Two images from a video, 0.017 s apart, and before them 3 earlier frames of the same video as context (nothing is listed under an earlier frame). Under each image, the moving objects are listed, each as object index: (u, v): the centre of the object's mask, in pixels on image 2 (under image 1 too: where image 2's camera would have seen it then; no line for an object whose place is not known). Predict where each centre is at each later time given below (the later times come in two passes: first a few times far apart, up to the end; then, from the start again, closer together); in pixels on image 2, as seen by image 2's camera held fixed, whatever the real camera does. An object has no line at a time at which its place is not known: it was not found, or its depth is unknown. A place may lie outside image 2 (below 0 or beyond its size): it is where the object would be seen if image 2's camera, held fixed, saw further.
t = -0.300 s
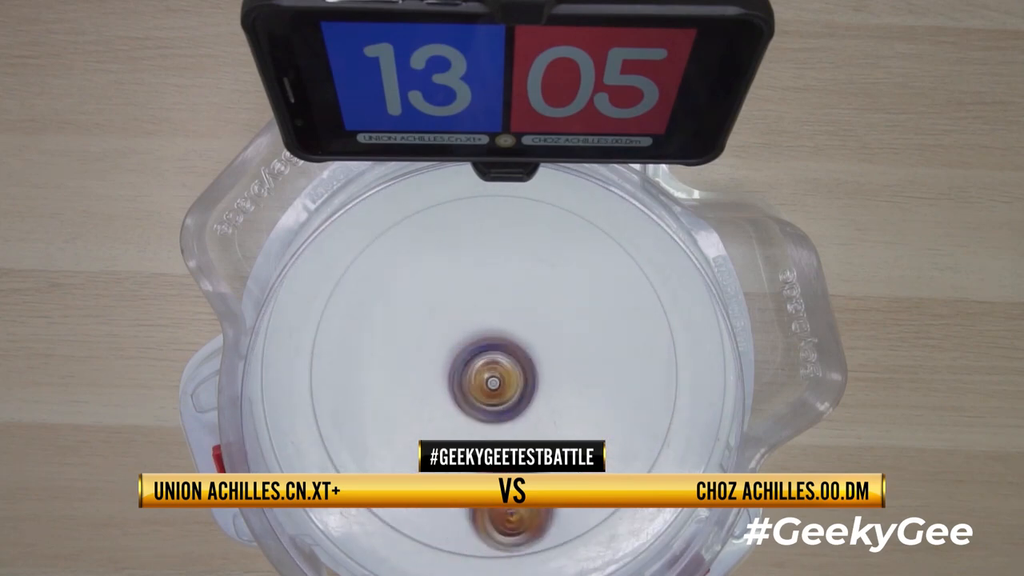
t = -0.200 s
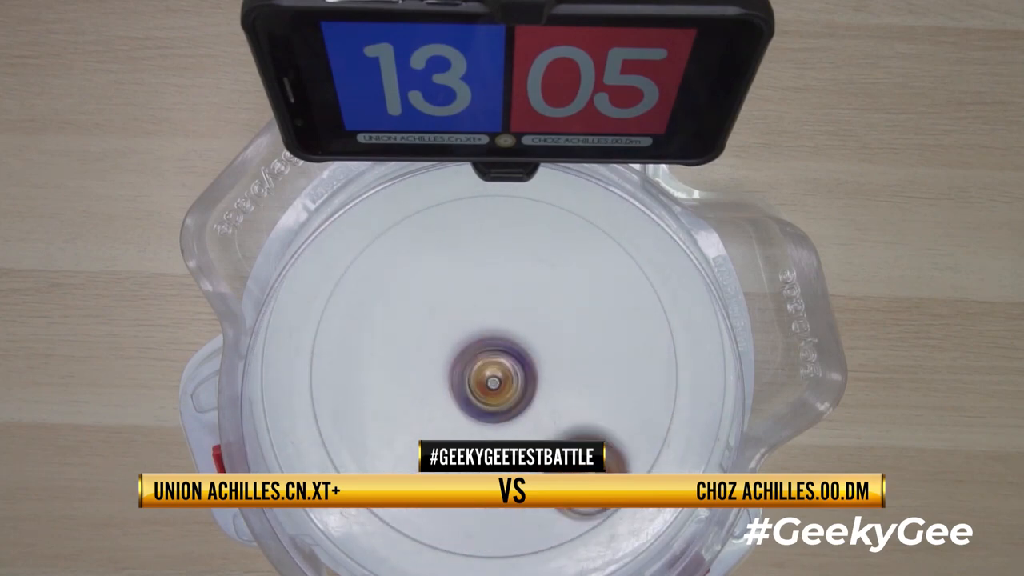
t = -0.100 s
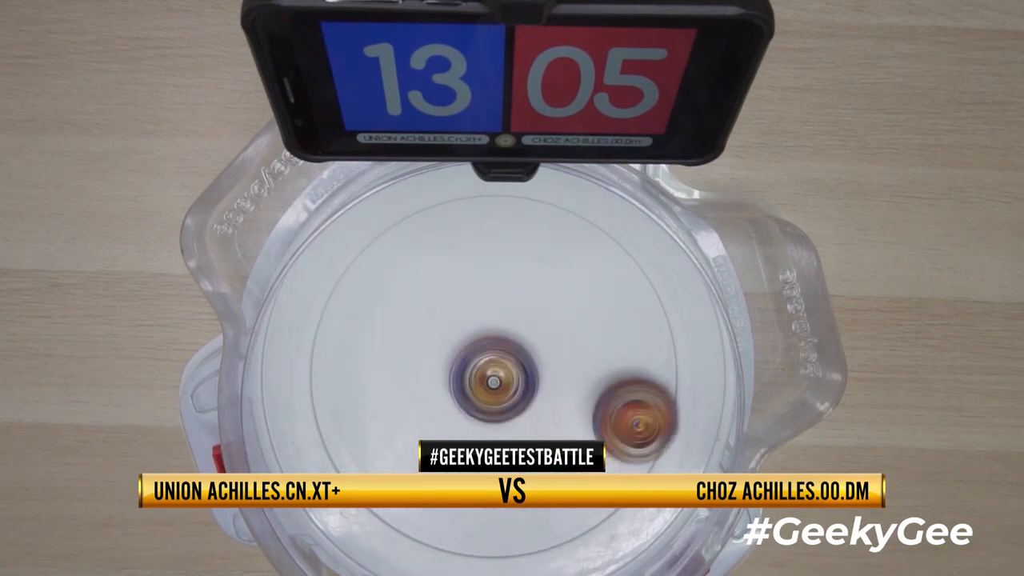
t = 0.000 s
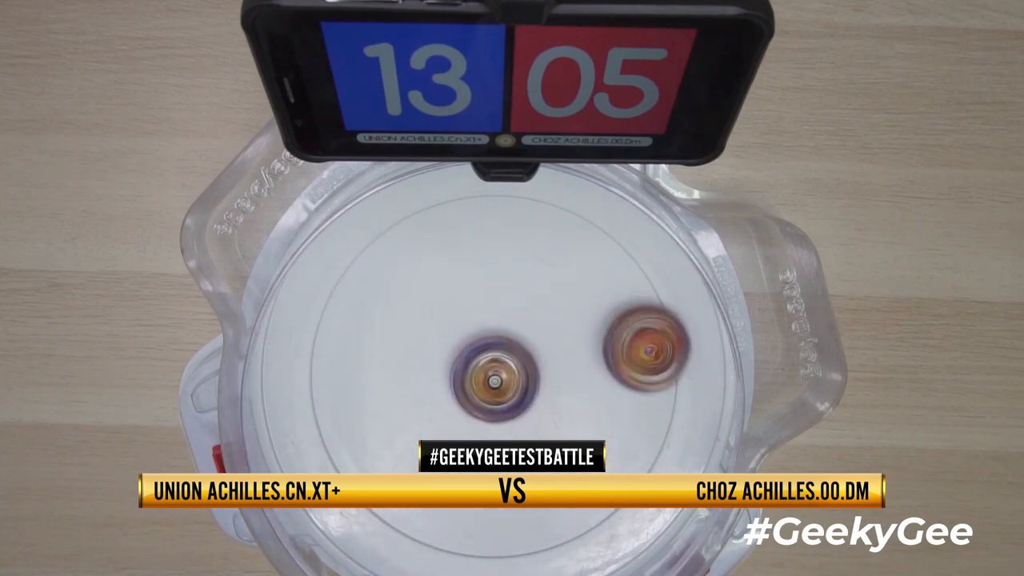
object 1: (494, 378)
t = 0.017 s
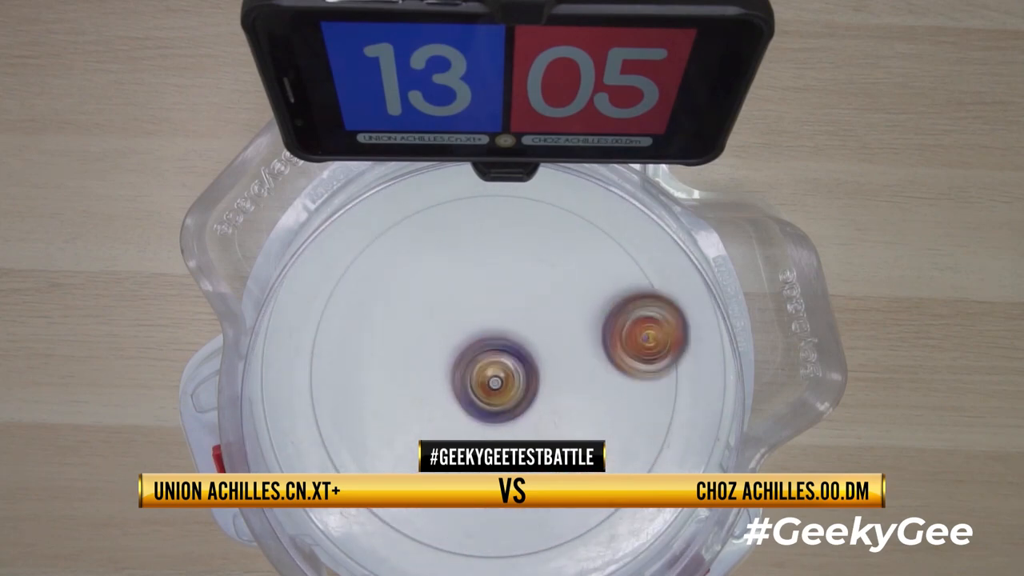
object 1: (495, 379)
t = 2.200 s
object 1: (492, 382)
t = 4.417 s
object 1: (491, 383)
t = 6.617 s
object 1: (492, 382)
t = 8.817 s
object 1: (489, 383)
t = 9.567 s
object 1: (470, 378)
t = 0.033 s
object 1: (495, 379)
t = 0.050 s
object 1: (495, 379)
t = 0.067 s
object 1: (495, 379)
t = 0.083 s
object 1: (496, 379)
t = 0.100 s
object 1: (495, 379)
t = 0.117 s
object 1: (495, 379)
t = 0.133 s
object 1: (496, 379)
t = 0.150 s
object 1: (496, 379)
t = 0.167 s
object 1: (495, 379)
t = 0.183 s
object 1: (496, 380)
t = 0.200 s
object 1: (496, 379)
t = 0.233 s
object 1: (496, 380)
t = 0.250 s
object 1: (496, 379)
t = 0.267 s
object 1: (496, 379)
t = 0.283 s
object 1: (496, 380)
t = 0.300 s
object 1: (497, 380)
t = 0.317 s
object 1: (496, 380)
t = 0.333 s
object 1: (497, 380)
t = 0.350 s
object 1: (497, 380)
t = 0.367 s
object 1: (497, 380)
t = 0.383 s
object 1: (497, 380)
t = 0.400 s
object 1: (497, 380)
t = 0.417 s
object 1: (497, 380)
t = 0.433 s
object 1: (497, 381)
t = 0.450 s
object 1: (498, 380)
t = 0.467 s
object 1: (497, 380)
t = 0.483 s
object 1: (497, 381)
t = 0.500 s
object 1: (498, 380)
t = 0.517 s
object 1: (497, 380)
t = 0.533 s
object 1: (497, 381)
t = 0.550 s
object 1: (498, 381)
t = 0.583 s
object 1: (498, 382)
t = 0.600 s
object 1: (498, 381)
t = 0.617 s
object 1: (498, 381)
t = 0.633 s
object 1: (498, 382)
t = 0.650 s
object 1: (498, 382)
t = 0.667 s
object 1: (498, 381)
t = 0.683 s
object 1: (498, 382)
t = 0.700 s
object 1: (498, 382)
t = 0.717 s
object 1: (498, 382)
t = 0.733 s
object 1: (497, 382)
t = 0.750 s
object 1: (498, 382)
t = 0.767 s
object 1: (497, 382)
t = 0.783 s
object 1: (497, 382)
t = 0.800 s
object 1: (498, 383)
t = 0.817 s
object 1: (497, 382)
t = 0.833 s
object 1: (497, 383)
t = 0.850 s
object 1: (498, 383)
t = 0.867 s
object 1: (497, 383)
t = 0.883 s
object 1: (497, 383)
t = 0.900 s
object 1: (497, 383)
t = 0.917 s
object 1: (496, 383)
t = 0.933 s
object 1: (497, 384)
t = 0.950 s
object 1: (497, 384)
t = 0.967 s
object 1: (496, 384)
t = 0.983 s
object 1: (497, 384)
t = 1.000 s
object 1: (496, 384)
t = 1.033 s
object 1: (497, 385)
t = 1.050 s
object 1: (496, 385)
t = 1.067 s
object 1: (496, 385)
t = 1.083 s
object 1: (496, 385)
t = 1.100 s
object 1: (495, 385)
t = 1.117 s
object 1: (495, 386)
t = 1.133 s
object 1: (496, 385)
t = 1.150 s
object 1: (495, 385)
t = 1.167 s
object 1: (495, 386)
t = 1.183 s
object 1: (495, 385)
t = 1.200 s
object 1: (494, 386)
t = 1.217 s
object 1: (495, 386)
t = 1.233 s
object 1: (495, 386)
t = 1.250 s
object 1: (494, 386)
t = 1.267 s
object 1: (494, 386)
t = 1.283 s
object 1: (494, 386)
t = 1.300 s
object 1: (494, 387)
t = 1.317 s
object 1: (494, 386)
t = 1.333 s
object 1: (494, 386)
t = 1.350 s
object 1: (494, 387)
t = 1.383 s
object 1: (493, 386)
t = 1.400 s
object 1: (493, 387)
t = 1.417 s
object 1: (493, 386)
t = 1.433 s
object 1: (492, 387)
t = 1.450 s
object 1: (493, 387)
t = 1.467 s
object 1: (492, 386)
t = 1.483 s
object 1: (492, 387)
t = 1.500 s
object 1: (493, 386)
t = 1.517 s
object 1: (492, 386)
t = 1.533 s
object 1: (492, 386)
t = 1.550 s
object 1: (492, 386)
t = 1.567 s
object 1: (491, 386)
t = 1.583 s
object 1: (492, 386)
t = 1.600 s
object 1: (492, 385)
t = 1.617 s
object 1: (491, 386)
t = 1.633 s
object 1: (492, 385)
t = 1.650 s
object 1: (491, 385)
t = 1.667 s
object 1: (491, 386)
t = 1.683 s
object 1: (492, 385)
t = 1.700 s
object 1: (491, 385)
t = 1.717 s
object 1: (491, 385)
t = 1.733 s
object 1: (491, 384)
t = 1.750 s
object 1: (491, 385)
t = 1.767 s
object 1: (491, 385)
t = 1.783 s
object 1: (491, 384)
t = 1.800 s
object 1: (491, 385)
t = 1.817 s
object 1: (491, 384)
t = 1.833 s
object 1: (491, 384)
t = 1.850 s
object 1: (491, 384)
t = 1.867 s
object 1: (491, 384)
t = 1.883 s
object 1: (490, 384)
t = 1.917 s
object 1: (491, 383)
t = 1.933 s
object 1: (491, 383)
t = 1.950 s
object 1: (491, 382)
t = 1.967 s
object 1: (490, 382)
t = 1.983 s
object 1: (491, 383)
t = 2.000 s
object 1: (491, 382)
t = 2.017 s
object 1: (490, 383)
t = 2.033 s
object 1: (492, 383)
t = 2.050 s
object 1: (491, 382)
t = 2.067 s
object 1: (491, 382)
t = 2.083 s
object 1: (492, 382)
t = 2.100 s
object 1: (491, 382)
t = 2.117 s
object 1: (492, 382)
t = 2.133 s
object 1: (491, 381)
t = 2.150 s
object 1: (491, 382)
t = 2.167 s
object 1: (492, 381)
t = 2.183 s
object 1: (491, 381)
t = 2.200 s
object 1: (492, 382)
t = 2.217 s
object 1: (492, 381)
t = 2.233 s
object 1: (492, 381)
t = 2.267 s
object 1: (492, 380)
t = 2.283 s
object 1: (493, 381)
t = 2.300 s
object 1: (493, 380)
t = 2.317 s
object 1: (492, 381)
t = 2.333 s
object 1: (494, 380)
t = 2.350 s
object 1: (493, 380)
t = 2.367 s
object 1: (493, 380)
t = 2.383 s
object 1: (494, 380)
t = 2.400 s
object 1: (493, 381)
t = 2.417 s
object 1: (494, 380)
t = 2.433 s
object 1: (494, 380)
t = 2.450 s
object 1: (494, 380)
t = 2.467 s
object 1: (495, 380)
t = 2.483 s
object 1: (494, 380)
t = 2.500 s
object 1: (495, 380)
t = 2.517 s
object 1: (495, 379)
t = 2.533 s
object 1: (495, 380)
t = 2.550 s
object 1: (495, 379)
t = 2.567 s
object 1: (494, 380)
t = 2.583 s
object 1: (496, 379)
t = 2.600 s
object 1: (495, 379)
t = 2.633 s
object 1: (496, 379)
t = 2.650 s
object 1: (495, 380)
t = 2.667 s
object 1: (496, 379)
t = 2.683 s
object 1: (496, 379)
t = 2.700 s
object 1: (496, 380)
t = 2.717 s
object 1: (496, 379)
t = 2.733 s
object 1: (495, 380)
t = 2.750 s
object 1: (497, 379)
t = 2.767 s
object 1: (496, 379)
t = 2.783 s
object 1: (496, 380)
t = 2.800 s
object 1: (496, 379)
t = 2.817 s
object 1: (496, 380)
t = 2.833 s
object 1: (497, 380)
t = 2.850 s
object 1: (496, 379)
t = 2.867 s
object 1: (497, 380)
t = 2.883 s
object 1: (497, 380)
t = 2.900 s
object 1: (497, 381)
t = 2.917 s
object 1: (497, 380)
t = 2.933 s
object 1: (497, 380)
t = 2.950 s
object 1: (498, 380)
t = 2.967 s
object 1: (497, 380)
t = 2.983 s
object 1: (497, 381)
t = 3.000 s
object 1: (497, 380)
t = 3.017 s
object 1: (497, 380)
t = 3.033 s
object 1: (498, 380)
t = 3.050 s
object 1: (497, 380)
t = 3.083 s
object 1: (497, 380)
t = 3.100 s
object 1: (497, 381)
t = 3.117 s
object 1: (498, 380)
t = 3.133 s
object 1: (497, 380)
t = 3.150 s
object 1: (498, 381)
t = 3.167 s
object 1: (497, 380)
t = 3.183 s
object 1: (497, 381)
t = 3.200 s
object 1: (497, 381)
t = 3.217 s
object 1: (496, 381)
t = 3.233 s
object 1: (497, 382)
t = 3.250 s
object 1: (497, 381)
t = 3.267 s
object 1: (497, 382)
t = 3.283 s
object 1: (497, 382)
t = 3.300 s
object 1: (497, 383)
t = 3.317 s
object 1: (497, 382)
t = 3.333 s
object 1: (496, 383)
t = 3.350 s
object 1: (497, 383)
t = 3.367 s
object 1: (496, 382)
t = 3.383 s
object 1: (497, 383)
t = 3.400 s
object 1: (497, 382)
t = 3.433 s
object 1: (497, 383)
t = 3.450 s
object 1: (496, 383)
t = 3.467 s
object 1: (497, 383)
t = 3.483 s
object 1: (496, 383)
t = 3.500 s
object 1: (496, 384)
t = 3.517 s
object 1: (496, 383)
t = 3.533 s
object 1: (495, 384)
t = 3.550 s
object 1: (496, 383)
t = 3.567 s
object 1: (495, 383)
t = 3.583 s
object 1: (496, 383)
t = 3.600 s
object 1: (495, 383)
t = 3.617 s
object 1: (495, 384)
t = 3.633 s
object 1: (495, 383)
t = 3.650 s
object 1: (495, 384)
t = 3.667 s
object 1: (495, 384)
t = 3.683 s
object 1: (494, 384)
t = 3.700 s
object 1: (495, 384)
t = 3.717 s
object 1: (494, 384)
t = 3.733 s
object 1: (494, 384)
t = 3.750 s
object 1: (494, 384)
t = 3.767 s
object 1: (493, 385)
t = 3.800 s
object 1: (492, 385)
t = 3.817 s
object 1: (493, 384)
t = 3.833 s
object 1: (492, 384)
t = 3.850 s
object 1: (493, 384)
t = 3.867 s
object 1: (492, 384)
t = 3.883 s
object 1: (492, 385)
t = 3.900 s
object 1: (492, 384)
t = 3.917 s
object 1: (492, 385)
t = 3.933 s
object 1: (492, 384)
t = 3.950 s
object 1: (491, 385)
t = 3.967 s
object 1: (492, 384)
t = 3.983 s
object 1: (491, 384)
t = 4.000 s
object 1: (492, 385)
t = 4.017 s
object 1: (491, 384)
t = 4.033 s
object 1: (491, 385)
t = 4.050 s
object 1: (491, 385)
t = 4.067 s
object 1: (491, 385)
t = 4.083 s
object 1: (491, 385)
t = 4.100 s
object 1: (490, 385)
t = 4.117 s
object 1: (491, 385)
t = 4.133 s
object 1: (491, 384)
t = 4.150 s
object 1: (491, 385)
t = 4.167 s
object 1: (490, 384)
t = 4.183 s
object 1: (491, 384)
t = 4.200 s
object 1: (491, 384)
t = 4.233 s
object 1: (491, 383)
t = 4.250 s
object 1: (490, 384)
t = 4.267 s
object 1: (491, 383)
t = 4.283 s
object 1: (490, 383)
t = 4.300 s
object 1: (491, 384)
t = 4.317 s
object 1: (491, 383)
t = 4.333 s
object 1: (491, 384)
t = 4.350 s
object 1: (491, 383)
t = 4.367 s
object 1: (491, 384)
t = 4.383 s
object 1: (491, 383)
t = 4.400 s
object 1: (490, 383)
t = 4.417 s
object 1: (491, 383)
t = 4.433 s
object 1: (490, 383)
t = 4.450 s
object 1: (492, 382)
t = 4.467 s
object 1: (491, 382)
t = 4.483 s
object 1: (492, 382)
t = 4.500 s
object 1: (491, 382)
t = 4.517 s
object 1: (491, 383)
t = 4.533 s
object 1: (491, 382)
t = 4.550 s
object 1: (491, 383)
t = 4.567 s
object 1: (491, 382)
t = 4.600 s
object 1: (492, 382)
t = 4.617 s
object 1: (491, 382)
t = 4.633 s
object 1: (492, 382)
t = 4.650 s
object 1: (491, 382)
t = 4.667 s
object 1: (493, 382)
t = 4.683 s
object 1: (492, 381)
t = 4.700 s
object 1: (493, 382)
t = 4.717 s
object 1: (492, 381)
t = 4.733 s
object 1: (493, 382)
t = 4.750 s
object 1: (493, 381)
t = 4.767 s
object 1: (493, 382)
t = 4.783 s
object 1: (493, 381)
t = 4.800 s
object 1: (493, 382)
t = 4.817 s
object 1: (494, 381)
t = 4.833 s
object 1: (493, 381)
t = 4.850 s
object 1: (494, 381)
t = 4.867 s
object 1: (494, 381)
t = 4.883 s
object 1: (495, 381)
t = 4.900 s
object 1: (494, 380)
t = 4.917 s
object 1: (495, 381)
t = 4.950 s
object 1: (495, 381)
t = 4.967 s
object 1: (495, 380)
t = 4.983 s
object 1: (495, 381)
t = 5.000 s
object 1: (495, 380)
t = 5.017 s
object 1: (495, 381)
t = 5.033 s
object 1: (495, 380)
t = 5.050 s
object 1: (495, 381)
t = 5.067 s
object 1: (496, 380)
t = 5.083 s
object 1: (495, 381)
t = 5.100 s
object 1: (496, 380)
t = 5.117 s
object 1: (495, 380)
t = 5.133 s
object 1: (496, 380)
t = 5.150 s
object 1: (495, 380)
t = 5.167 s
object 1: (496, 380)
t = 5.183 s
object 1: (496, 380)
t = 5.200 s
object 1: (497, 380)
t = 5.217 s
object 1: (496, 380)
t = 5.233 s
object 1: (497, 381)
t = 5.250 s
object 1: (497, 380)
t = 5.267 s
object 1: (497, 381)
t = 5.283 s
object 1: (497, 380)
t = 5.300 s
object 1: (497, 381)
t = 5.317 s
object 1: (497, 380)
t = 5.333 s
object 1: (497, 381)
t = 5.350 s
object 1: (497, 380)
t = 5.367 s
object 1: (496, 381)
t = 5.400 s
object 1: (496, 381)
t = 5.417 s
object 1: (497, 380)
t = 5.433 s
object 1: (496, 381)
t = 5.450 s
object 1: (497, 380)
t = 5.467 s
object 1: (496, 381)
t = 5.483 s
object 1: (497, 380)
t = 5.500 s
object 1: (496, 380)
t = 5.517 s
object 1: (497, 380)
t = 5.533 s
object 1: (496, 380)
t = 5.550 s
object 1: (497, 380)
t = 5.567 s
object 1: (496, 381)
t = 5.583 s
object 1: (497, 381)
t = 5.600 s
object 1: (496, 381)
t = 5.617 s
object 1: (497, 381)
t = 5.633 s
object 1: (496, 381)
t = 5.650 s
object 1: (497, 382)
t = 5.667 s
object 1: (496, 381)
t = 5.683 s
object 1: (496, 382)
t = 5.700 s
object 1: (496, 381)
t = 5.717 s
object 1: (496, 382)
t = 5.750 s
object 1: (496, 382)
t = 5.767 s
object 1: (495, 381)
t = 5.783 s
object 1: (496, 382)
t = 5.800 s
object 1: (495, 382)
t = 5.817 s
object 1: (495, 383)
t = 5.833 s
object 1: (495, 382)
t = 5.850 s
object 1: (495, 383)
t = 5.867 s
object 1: (495, 382)
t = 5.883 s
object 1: (495, 383)
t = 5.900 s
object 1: (494, 382)
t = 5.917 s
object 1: (494, 384)
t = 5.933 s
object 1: (494, 383)
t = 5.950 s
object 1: (494, 384)
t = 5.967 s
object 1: (494, 383)
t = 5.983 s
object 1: (494, 384)
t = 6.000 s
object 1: (494, 383)
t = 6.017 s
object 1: (494, 383)
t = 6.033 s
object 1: (493, 383)
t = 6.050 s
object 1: (494, 383)
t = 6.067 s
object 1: (493, 383)
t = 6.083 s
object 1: (494, 383)
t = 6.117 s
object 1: (493, 383)
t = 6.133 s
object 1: (493, 383)
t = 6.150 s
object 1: (493, 383)
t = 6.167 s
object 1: (492, 383)
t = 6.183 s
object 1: (493, 383)
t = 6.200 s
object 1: (492, 383)
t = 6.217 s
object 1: (493, 383)
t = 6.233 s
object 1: (492, 383)
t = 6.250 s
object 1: (493, 384)
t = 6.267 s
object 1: (492, 383)
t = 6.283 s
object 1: (492, 384)
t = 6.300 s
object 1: (492, 383)
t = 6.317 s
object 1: (492, 384)
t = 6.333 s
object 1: (491, 383)
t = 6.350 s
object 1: (492, 384)
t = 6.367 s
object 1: (491, 383)
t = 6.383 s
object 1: (492, 384)
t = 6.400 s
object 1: (491, 383)
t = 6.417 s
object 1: (492, 383)
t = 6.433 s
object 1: (491, 383)
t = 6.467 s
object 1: (491, 383)
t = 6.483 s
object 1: (492, 383)
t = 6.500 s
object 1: (491, 383)
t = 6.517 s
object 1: (492, 383)
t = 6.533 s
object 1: (491, 383)
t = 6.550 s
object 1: (492, 383)
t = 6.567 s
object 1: (491, 383)
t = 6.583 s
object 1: (492, 382)
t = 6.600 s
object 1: (491, 383)
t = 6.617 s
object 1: (492, 382)
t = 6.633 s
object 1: (491, 382)
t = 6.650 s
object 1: (492, 382)
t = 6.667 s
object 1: (491, 383)
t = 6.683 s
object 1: (492, 382)
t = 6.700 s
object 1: (491, 382)
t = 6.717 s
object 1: (492, 382)
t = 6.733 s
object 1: (491, 383)
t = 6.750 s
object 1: (492, 381)
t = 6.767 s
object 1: (491, 383)
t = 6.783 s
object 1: (492, 382)
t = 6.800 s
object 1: (492, 383)
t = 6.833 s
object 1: (492, 382)
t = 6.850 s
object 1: (492, 381)
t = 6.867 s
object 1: (492, 382)
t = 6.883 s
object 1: (492, 381)
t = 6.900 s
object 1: (492, 382)
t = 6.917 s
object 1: (492, 381)
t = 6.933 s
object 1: (493, 382)
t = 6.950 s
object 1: (493, 381)
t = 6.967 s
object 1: (493, 382)
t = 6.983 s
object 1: (493, 381)
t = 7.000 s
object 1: (494, 382)
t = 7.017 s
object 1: (493, 381)
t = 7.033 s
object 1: (494, 381)
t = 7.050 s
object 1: (493, 381)
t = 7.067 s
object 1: (494, 381)
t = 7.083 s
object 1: (494, 381)
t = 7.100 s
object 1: (494, 381)
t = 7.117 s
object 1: (494, 381)
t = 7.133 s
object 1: (495, 381)
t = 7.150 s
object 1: (494, 381)
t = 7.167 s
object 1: (495, 381)
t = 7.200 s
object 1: (495, 381)
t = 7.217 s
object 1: (494, 382)
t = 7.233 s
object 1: (495, 381)
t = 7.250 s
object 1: (495, 382)
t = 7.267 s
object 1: (495, 381)
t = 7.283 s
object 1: (495, 382)
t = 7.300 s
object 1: (495, 381)
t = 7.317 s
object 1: (495, 382)
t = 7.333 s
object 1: (495, 381)
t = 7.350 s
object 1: (496, 382)
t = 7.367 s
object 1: (495, 381)
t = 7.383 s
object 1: (496, 381)
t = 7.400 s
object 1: (495, 381)
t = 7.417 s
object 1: (496, 381)
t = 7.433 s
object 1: (495, 381)
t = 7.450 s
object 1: (496, 381)
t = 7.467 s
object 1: (495, 381)
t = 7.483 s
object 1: (496, 381)
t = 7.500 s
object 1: (495, 382)
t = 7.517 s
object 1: (496, 381)
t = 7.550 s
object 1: (496, 381)
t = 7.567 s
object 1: (496, 382)
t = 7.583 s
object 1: (496, 381)
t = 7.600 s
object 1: (496, 382)
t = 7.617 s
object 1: (496, 381)
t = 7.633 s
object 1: (496, 382)
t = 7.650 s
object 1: (496, 381)
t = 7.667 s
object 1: (496, 382)
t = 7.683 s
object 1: (495, 381)
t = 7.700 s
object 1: (496, 381)
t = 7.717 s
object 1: (495, 382)
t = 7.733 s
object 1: (496, 382)
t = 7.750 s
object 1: (495, 382)
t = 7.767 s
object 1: (496, 382)
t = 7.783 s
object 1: (495, 382)
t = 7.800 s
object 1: (495, 382)
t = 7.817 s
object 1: (495, 382)
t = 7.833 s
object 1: (495, 381)
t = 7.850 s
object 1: (495, 382)
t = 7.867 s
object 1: (495, 381)
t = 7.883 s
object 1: (496, 383)
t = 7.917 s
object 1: (496, 383)
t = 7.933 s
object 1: (495, 382)
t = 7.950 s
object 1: (495, 382)
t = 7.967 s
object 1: (494, 383)
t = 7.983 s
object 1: (495, 382)
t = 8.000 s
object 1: (494, 383)
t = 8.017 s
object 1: (494, 382)
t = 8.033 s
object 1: (494, 383)
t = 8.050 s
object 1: (494, 382)
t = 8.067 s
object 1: (494, 383)
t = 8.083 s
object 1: (493, 383)
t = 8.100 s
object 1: (494, 383)
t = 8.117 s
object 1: (493, 383)
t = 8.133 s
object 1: (494, 383)
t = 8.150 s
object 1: (492, 383)
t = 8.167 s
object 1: (493, 383)
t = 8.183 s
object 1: (492, 384)
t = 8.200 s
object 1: (492, 383)
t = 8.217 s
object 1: (491, 384)
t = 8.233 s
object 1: (491, 384)
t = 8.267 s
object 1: (490, 384)
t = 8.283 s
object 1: (490, 384)
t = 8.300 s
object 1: (489, 384)
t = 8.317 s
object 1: (490, 384)
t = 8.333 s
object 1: (489, 384)
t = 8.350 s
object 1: (489, 384)
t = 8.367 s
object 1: (489, 385)
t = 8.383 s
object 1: (489, 384)
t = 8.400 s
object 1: (489, 385)
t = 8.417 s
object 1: (489, 384)
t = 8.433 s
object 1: (490, 385)
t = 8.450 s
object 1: (489, 384)
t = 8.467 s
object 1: (490, 385)
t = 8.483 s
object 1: (489, 384)
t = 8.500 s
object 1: (490, 384)
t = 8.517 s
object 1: (489, 385)
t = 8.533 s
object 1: (489, 385)
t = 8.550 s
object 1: (489, 385)
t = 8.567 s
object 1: (489, 384)
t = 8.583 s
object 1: (489, 385)
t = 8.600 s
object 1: (489, 384)
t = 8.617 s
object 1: (490, 384)
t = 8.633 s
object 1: (489, 384)
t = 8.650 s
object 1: (489, 384)
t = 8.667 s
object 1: (489, 384)
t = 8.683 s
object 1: (489, 384)
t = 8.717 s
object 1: (490, 383)
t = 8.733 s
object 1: (490, 383)
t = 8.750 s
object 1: (490, 383)
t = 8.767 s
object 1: (490, 383)
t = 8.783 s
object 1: (490, 383)
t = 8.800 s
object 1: (490, 383)
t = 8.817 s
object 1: (489, 383)
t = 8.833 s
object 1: (490, 382)
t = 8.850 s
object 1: (490, 383)
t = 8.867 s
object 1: (492, 380)
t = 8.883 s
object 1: (494, 377)
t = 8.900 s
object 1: (497, 375)
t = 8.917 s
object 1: (499, 373)
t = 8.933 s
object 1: (499, 371)
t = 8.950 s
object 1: (501, 370)
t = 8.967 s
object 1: (502, 370)
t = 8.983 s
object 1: (503, 368)
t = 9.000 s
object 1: (504, 369)
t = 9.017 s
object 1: (504, 368)
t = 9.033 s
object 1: (505, 367)
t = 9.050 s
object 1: (504, 367)
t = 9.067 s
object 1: (505, 368)
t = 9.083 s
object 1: (504, 368)
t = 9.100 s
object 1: (505, 367)
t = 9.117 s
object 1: (505, 368)
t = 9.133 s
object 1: (505, 367)
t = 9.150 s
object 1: (505, 368)
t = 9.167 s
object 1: (504, 368)
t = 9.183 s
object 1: (504, 368)
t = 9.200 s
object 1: (503, 369)
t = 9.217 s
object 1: (504, 369)
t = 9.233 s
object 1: (504, 369)
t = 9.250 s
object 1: (503, 369)
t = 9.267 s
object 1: (503, 370)
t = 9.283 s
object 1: (502, 370)
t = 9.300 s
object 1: (502, 370)
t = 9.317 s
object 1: (502, 372)
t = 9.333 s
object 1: (502, 371)
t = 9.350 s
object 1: (502, 372)
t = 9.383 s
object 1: (494, 373)
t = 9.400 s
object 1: (489, 374)
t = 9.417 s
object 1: (485, 375)
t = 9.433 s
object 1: (481, 375)
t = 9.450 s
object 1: (478, 375)
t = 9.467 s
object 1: (474, 376)
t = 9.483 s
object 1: (472, 376)
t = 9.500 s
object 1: (472, 377)
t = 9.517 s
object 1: (471, 377)
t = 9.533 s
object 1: (471, 378)
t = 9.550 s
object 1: (470, 378)
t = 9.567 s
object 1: (470, 378)
